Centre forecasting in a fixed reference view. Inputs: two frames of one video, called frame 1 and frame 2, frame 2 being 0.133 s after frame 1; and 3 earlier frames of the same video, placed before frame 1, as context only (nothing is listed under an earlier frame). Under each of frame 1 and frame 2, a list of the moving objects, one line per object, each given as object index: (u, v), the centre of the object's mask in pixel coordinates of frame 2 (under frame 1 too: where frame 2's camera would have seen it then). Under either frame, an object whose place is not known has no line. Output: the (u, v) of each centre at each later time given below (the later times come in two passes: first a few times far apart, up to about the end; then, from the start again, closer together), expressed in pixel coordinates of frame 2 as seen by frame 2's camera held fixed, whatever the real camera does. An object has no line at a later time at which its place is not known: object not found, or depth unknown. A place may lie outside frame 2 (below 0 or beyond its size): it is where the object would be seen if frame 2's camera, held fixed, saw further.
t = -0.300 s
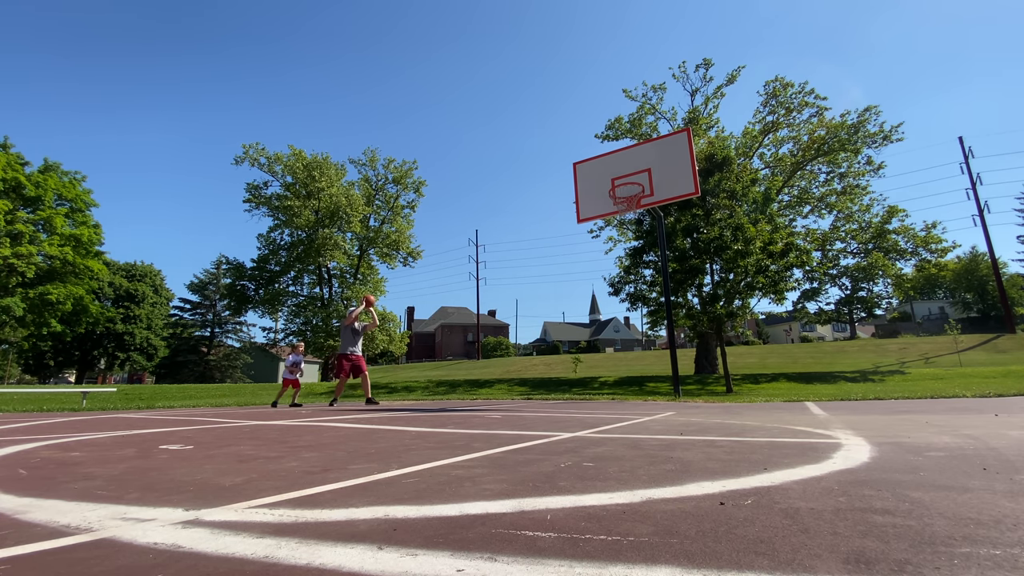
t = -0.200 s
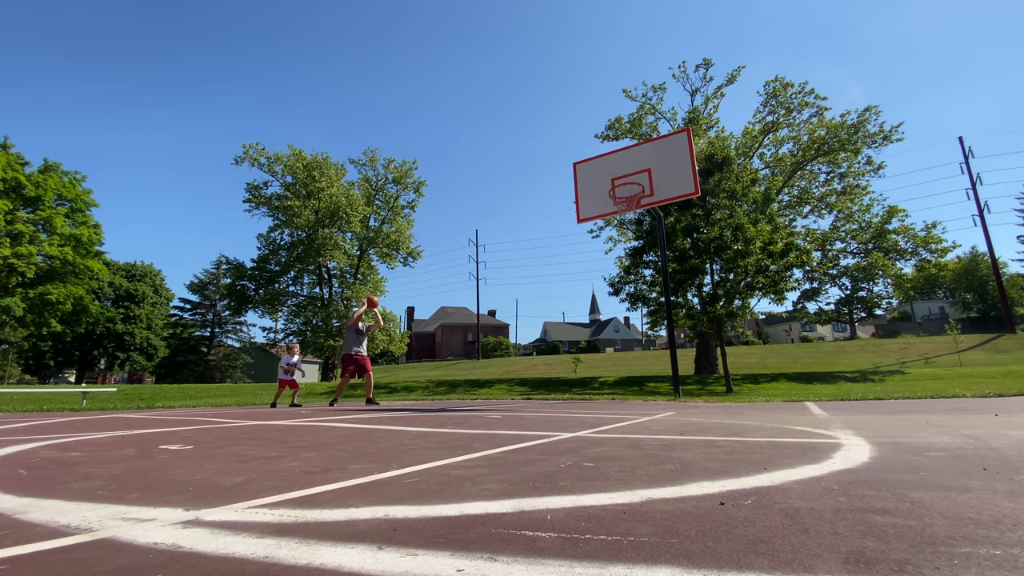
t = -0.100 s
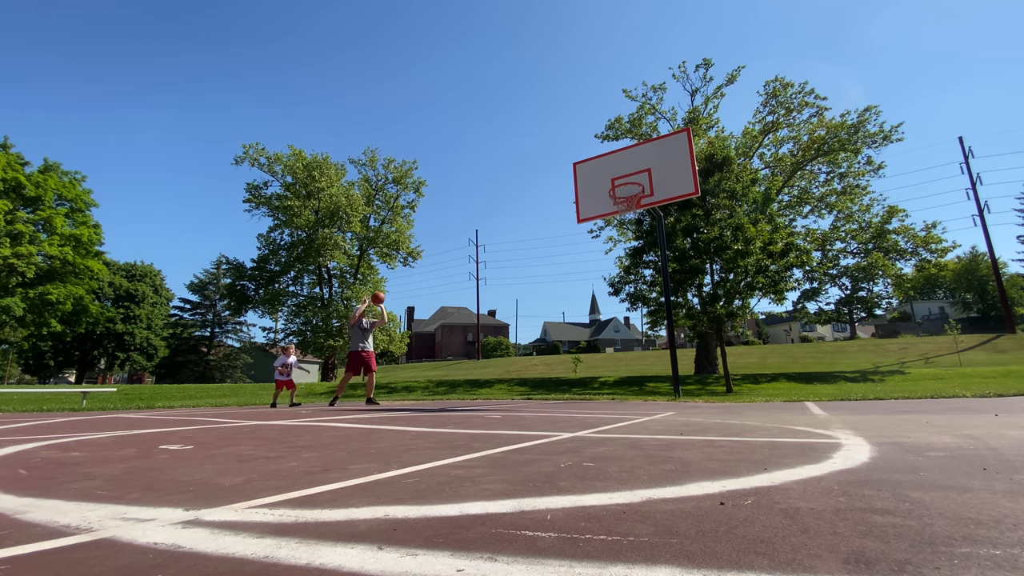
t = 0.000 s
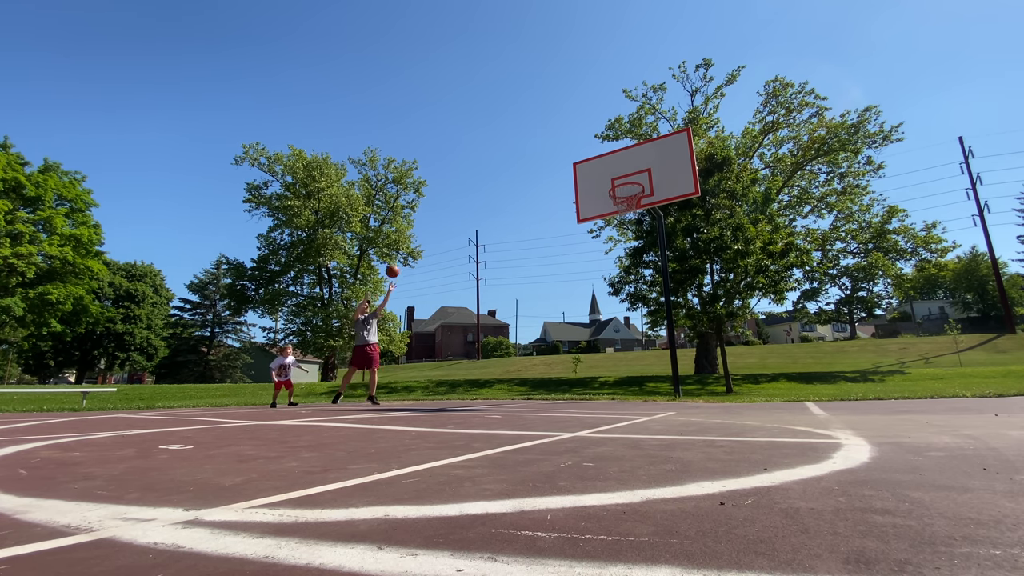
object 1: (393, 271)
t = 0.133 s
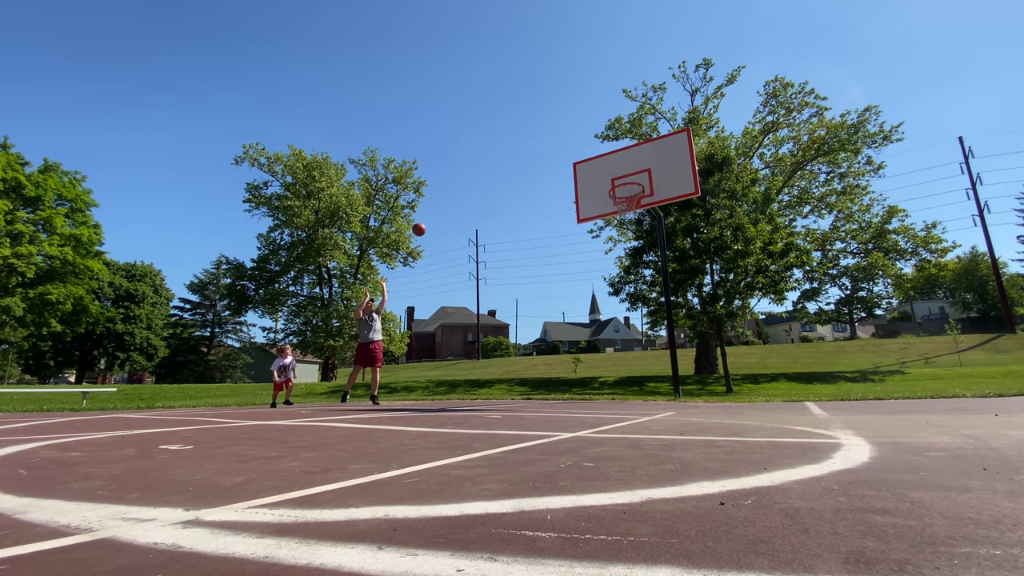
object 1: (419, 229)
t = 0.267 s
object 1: (445, 196)
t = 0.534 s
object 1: (498, 155)
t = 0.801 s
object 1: (556, 150)
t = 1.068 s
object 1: (621, 180)
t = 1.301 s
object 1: (637, 147)
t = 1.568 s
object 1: (654, 124)
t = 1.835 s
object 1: (679, 149)
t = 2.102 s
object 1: (717, 246)
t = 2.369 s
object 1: (766, 359)
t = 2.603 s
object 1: (778, 219)
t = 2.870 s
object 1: (804, 125)
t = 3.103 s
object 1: (842, 103)
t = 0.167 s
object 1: (425, 220)
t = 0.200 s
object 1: (432, 211)
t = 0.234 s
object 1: (438, 203)
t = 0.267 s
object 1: (445, 196)
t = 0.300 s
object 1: (452, 189)
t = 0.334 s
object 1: (458, 182)
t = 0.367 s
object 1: (465, 177)
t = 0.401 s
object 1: (471, 171)
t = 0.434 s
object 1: (478, 166)
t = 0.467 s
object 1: (485, 162)
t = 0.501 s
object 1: (492, 159)
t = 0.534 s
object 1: (498, 155)
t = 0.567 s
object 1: (505, 153)
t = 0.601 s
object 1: (512, 150)
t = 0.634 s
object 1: (520, 149)
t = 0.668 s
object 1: (527, 148)
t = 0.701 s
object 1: (534, 147)
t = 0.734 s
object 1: (541, 147)
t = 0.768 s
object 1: (549, 148)
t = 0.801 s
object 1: (556, 150)
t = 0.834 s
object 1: (564, 152)
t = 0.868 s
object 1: (572, 154)
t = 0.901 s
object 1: (580, 157)
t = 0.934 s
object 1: (588, 161)
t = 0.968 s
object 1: (596, 166)
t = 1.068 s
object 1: (621, 180)
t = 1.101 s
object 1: (628, 188)
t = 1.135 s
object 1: (629, 182)
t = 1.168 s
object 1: (630, 174)
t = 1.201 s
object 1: (632, 166)
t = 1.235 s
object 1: (633, 159)
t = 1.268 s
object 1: (635, 153)
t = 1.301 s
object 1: (637, 147)
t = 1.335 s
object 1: (639, 142)
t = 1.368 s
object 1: (640, 137)
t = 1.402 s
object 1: (643, 133)
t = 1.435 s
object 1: (645, 131)
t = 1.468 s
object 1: (647, 127)
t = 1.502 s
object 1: (649, 125)
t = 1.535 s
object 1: (651, 124)
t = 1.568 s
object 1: (654, 124)
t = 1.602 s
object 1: (656, 124)
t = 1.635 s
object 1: (659, 125)
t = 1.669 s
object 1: (662, 126)
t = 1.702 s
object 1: (665, 129)
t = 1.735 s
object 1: (669, 132)
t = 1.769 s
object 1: (672, 137)
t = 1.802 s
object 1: (675, 142)
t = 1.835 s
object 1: (679, 149)
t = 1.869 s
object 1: (683, 156)
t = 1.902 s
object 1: (687, 165)
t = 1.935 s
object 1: (692, 175)
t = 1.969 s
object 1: (696, 186)
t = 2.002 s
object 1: (702, 199)
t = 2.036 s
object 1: (707, 213)
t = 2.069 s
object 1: (712, 228)
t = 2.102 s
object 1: (717, 246)
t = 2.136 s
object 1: (723, 264)
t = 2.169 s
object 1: (730, 285)
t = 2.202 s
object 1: (737, 308)
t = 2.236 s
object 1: (745, 334)
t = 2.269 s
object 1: (752, 362)
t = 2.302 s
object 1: (761, 393)
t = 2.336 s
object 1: (765, 384)
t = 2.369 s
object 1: (766, 359)
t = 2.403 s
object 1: (767, 336)
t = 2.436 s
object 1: (768, 313)
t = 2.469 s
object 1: (770, 292)
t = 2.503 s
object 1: (772, 272)
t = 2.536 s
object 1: (774, 254)
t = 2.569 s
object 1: (775, 236)
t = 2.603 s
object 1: (778, 219)
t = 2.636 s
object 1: (781, 204)
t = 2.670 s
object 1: (783, 189)
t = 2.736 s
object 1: (789, 164)
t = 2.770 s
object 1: (792, 153)
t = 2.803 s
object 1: (796, 143)
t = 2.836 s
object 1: (800, 134)
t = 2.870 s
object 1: (804, 125)
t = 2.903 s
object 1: (809, 119)
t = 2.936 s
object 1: (813, 113)
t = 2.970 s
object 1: (818, 109)
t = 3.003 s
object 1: (824, 105)
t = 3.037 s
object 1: (830, 103)
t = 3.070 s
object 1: (836, 102)
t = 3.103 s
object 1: (842, 103)
